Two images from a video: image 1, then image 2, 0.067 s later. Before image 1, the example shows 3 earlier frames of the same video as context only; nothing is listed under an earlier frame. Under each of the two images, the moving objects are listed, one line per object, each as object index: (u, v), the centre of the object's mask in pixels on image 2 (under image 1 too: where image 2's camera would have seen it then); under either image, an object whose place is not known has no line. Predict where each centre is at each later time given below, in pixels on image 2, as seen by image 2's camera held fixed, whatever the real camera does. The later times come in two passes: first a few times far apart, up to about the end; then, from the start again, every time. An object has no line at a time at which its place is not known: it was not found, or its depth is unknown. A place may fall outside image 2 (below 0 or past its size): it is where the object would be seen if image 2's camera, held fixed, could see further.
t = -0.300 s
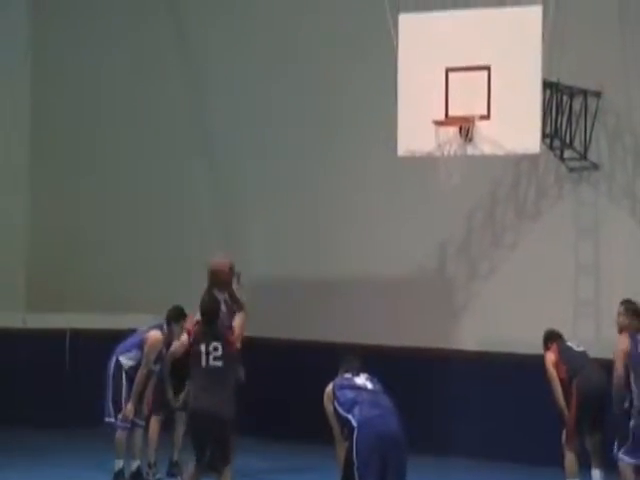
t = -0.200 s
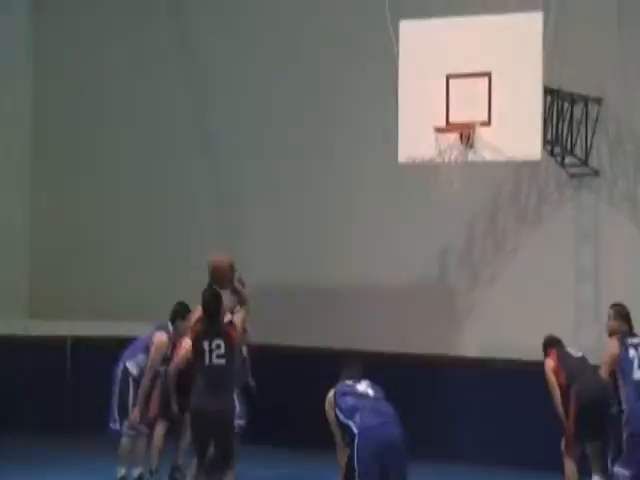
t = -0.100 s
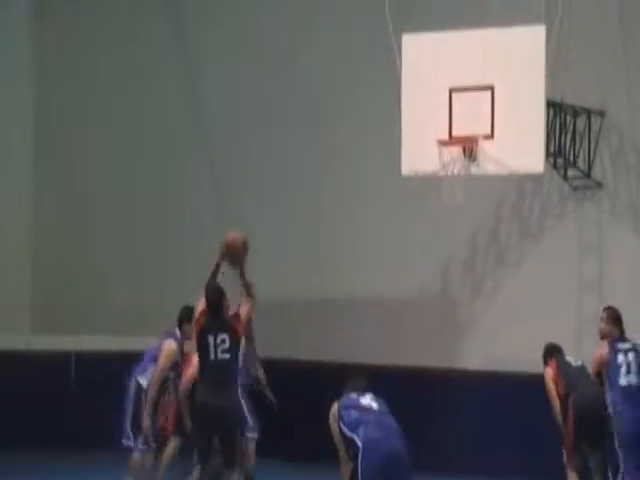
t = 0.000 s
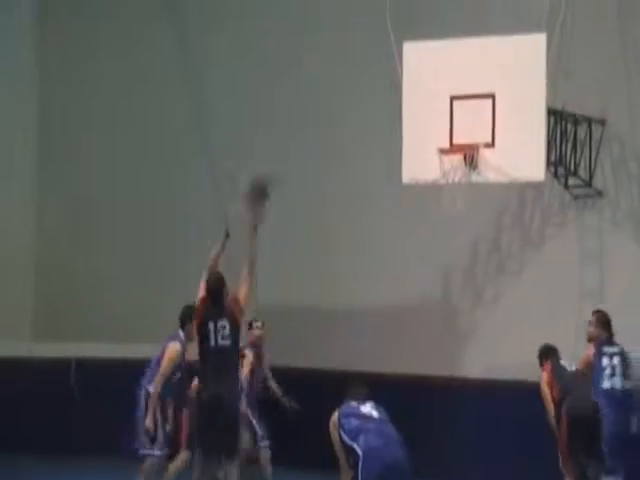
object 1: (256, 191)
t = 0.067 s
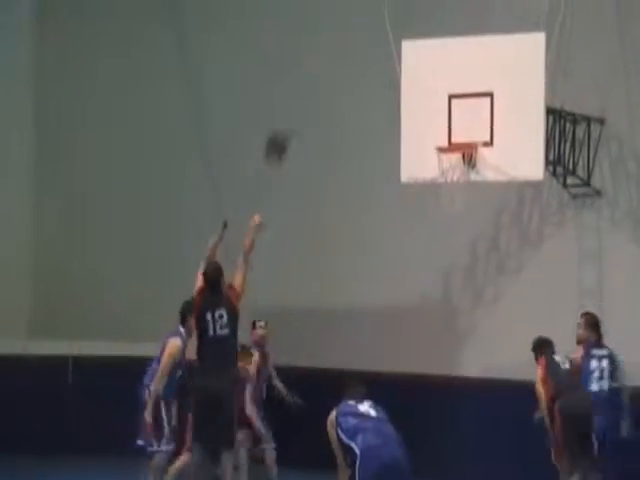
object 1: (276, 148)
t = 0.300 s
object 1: (339, 46)
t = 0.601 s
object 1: (406, 36)
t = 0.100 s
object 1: (285, 127)
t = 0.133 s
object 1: (294, 110)
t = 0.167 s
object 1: (304, 94)
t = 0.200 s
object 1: (313, 81)
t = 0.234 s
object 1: (321, 68)
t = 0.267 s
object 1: (331, 57)
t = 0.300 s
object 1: (339, 46)
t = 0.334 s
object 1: (347, 40)
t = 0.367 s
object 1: (354, 34)
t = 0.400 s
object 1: (363, 29)
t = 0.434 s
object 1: (370, 26)
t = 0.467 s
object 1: (378, 25)
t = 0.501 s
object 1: (385, 26)
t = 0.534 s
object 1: (391, 27)
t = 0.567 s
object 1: (400, 32)
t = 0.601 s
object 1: (406, 36)
